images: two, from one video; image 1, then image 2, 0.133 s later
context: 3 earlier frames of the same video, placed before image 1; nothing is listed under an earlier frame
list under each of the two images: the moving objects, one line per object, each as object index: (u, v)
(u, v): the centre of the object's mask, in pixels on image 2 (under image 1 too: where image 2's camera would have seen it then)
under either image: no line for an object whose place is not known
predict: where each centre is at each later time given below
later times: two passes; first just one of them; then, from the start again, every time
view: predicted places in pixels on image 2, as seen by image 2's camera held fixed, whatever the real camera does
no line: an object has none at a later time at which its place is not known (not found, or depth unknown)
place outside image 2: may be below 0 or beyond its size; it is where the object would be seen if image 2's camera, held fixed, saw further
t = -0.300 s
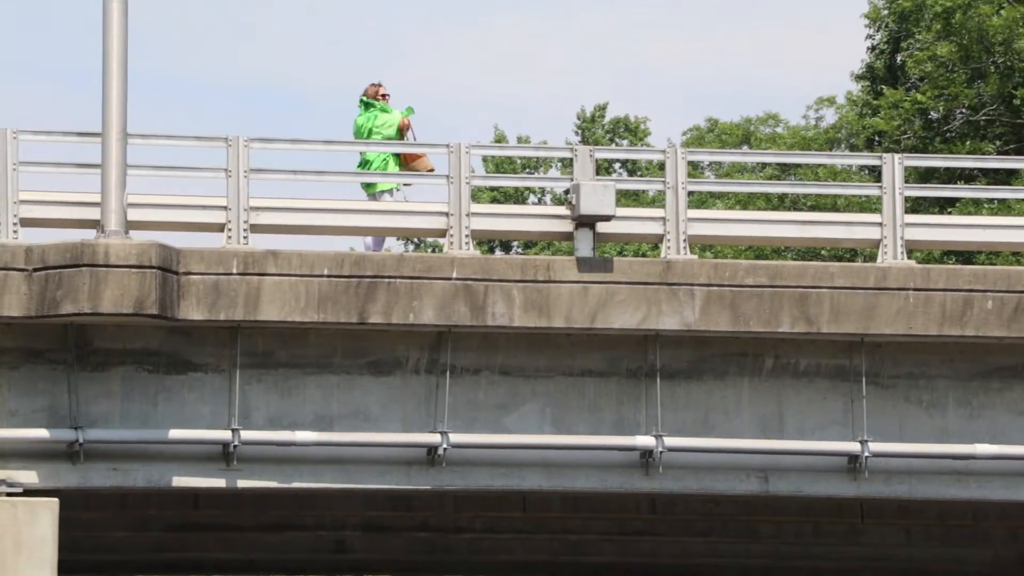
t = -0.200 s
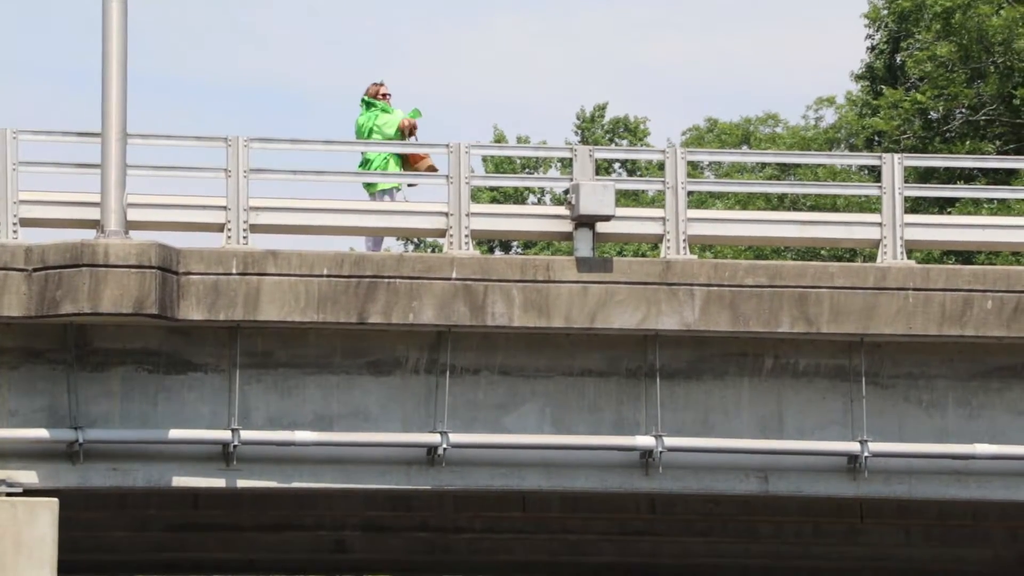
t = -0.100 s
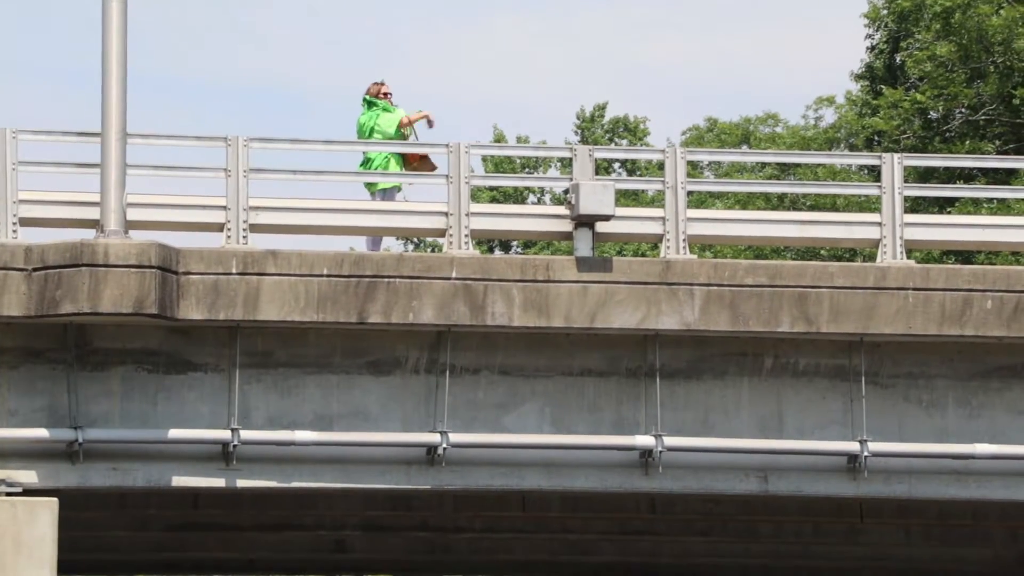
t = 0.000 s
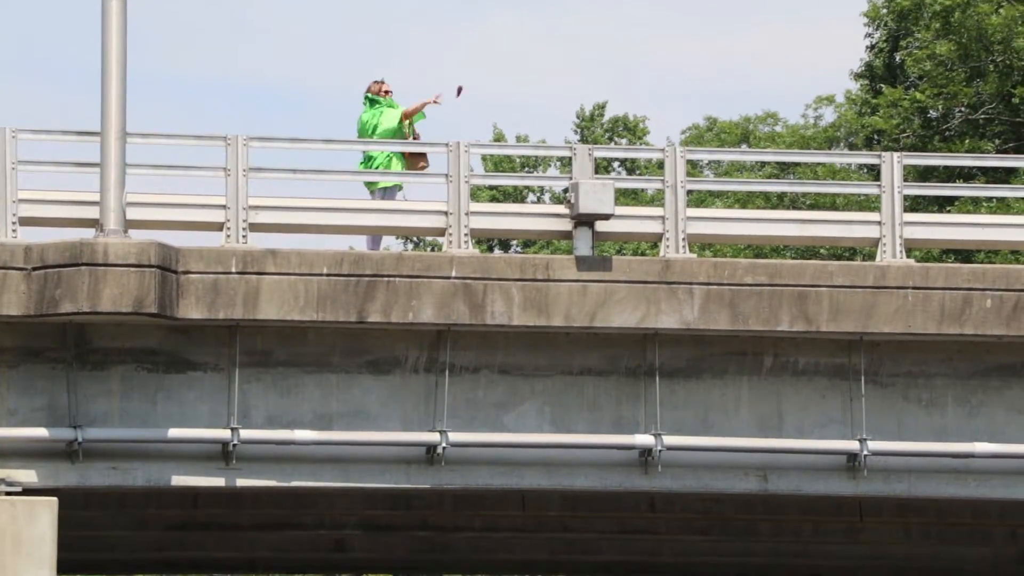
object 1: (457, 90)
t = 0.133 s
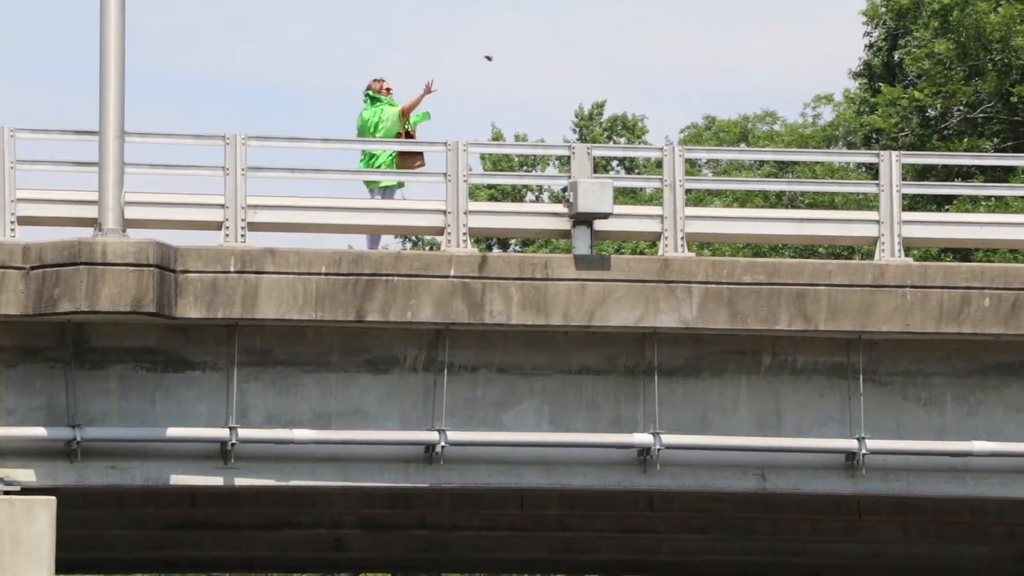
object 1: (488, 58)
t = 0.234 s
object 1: (512, 47)
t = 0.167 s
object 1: (495, 54)
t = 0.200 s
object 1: (503, 50)
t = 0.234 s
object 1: (512, 47)
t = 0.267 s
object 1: (521, 47)
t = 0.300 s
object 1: (528, 47)
